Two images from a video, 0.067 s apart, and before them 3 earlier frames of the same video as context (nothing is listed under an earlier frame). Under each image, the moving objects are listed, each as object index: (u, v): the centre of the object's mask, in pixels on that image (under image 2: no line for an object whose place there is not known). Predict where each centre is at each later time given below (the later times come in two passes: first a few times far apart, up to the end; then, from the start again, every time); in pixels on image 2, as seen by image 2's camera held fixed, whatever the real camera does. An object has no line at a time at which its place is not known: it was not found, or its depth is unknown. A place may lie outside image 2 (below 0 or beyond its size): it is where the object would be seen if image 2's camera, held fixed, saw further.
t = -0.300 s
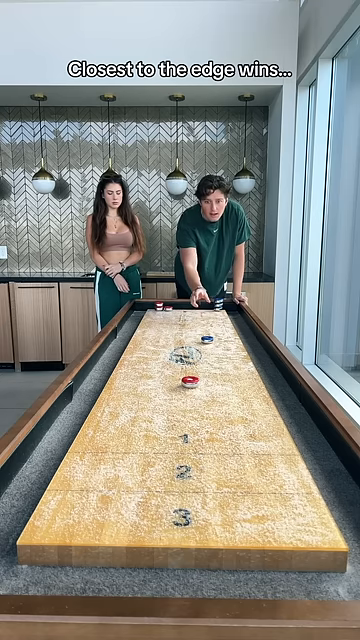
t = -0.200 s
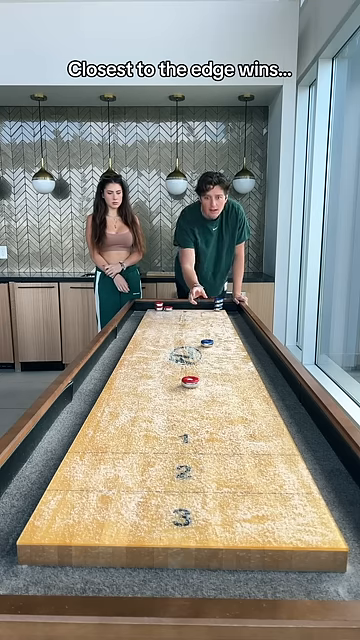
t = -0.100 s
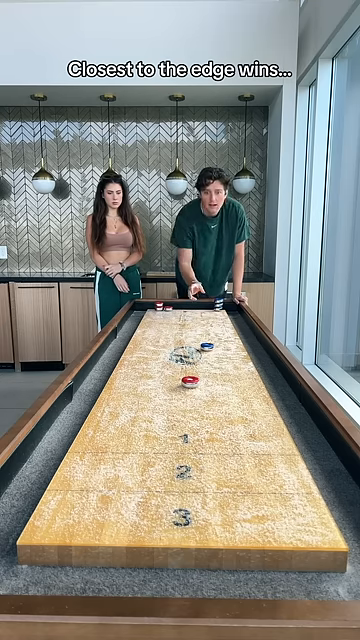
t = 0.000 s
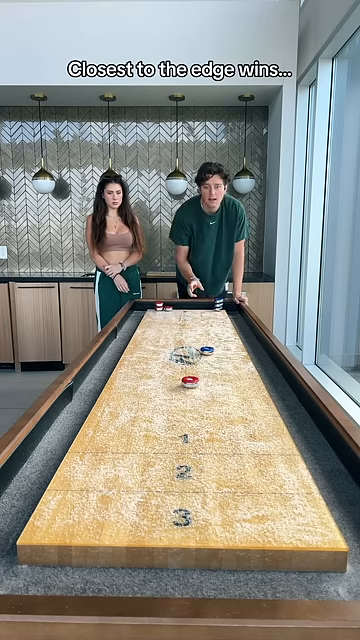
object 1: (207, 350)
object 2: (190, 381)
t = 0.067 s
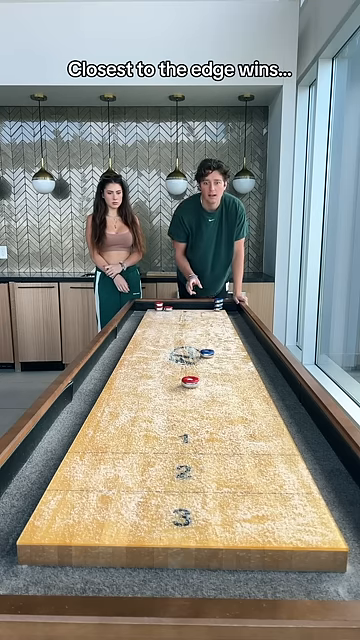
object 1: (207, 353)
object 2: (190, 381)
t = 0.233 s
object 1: (207, 360)
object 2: (190, 381)
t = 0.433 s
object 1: (207, 370)
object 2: (190, 381)
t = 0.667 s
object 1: (210, 382)
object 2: (188, 381)
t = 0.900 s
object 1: (223, 395)
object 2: (177, 383)
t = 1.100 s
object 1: (235, 407)
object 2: (170, 384)
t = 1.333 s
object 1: (250, 422)
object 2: (166, 385)
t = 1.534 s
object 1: (263, 435)
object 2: (165, 385)
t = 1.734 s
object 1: (276, 450)
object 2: (165, 385)
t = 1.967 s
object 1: (288, 463)
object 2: (165, 385)
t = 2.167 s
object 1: (294, 471)
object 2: (165, 385)
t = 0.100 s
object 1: (207, 354)
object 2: (190, 381)
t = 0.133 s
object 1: (207, 356)
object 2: (190, 381)
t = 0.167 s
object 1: (207, 357)
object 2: (190, 381)
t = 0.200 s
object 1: (207, 359)
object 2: (190, 381)
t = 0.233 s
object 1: (207, 360)
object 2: (190, 381)
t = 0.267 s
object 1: (207, 362)
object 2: (190, 381)
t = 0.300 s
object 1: (207, 364)
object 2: (190, 381)
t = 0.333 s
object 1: (207, 365)
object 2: (190, 381)
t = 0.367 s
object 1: (207, 367)
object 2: (190, 381)
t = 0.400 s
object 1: (207, 368)
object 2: (190, 381)
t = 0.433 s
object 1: (207, 370)
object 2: (190, 381)
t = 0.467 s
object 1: (207, 372)
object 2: (190, 381)
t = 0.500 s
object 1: (207, 373)
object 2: (190, 381)
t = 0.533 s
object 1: (207, 375)
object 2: (190, 381)
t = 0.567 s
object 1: (207, 377)
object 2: (190, 381)
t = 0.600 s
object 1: (208, 379)
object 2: (190, 381)
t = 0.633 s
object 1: (208, 381)
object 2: (189, 381)
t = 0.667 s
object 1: (210, 382)
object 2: (188, 381)
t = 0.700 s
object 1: (211, 384)
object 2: (186, 382)
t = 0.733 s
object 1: (213, 386)
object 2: (184, 382)
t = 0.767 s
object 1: (215, 388)
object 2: (182, 382)
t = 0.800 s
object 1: (217, 389)
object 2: (181, 383)
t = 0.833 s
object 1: (219, 391)
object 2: (179, 383)
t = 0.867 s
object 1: (221, 393)
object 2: (178, 383)
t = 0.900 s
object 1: (223, 395)
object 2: (177, 383)
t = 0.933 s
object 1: (225, 397)
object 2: (175, 384)
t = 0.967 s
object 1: (227, 399)
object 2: (174, 383)
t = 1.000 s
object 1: (229, 401)
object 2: (173, 384)
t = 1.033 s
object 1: (230, 403)
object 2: (172, 384)
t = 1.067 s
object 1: (232, 405)
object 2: (171, 384)
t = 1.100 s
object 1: (235, 407)
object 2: (170, 384)
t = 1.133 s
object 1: (237, 409)
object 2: (169, 384)
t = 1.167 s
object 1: (239, 411)
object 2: (168, 384)
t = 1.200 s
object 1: (241, 413)
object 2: (167, 385)
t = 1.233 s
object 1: (243, 415)
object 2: (167, 385)
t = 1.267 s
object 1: (245, 417)
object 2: (166, 385)
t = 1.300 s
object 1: (247, 419)
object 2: (166, 385)
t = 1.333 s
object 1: (250, 422)
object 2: (166, 385)
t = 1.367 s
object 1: (252, 424)
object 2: (165, 385)
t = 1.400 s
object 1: (254, 426)
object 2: (165, 385)
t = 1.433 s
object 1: (257, 429)
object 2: (165, 385)
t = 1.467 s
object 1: (259, 431)
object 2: (165, 385)
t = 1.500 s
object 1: (261, 433)
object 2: (165, 385)
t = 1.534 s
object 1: (263, 435)
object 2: (165, 385)
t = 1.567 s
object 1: (266, 438)
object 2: (165, 385)
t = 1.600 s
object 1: (267, 440)
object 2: (165, 385)
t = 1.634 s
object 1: (270, 443)
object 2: (165, 385)
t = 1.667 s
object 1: (272, 445)
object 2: (165, 385)
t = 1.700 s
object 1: (274, 447)
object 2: (165, 385)
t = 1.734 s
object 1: (276, 450)
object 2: (165, 385)
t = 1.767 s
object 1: (278, 452)
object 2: (165, 385)
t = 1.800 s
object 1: (279, 454)
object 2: (165, 385)
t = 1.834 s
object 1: (281, 456)
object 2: (165, 385)
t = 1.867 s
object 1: (283, 458)
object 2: (165, 385)
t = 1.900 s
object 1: (285, 459)
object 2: (165, 385)
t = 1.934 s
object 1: (286, 461)
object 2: (165, 385)
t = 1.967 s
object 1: (288, 463)
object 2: (165, 385)
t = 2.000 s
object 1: (289, 464)
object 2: (165, 385)
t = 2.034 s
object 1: (290, 466)
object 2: (165, 385)
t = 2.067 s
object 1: (291, 467)
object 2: (165, 385)
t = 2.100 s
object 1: (292, 469)
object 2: (165, 385)
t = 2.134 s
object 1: (293, 470)
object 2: (165, 385)
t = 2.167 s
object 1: (294, 471)
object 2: (165, 385)
